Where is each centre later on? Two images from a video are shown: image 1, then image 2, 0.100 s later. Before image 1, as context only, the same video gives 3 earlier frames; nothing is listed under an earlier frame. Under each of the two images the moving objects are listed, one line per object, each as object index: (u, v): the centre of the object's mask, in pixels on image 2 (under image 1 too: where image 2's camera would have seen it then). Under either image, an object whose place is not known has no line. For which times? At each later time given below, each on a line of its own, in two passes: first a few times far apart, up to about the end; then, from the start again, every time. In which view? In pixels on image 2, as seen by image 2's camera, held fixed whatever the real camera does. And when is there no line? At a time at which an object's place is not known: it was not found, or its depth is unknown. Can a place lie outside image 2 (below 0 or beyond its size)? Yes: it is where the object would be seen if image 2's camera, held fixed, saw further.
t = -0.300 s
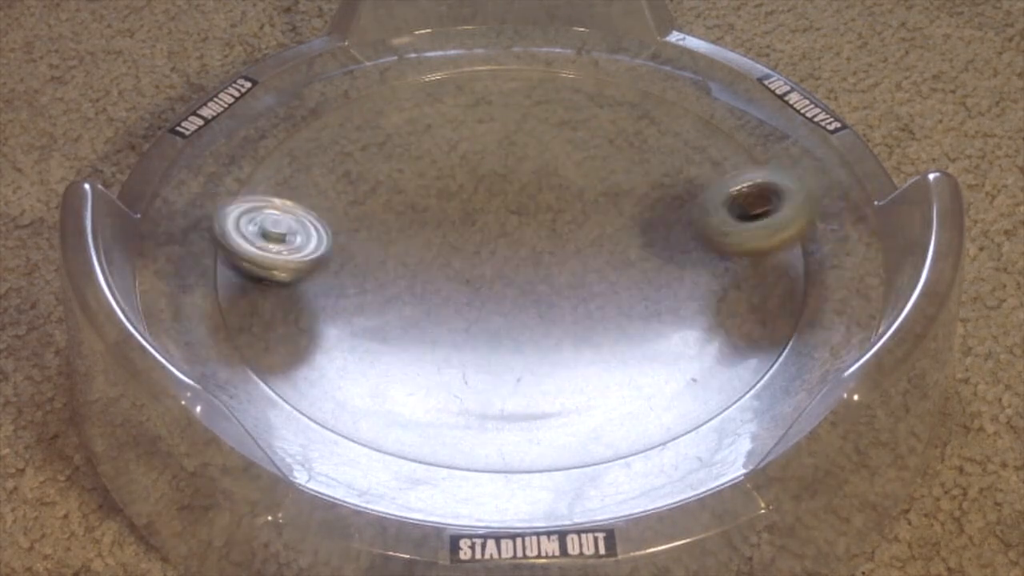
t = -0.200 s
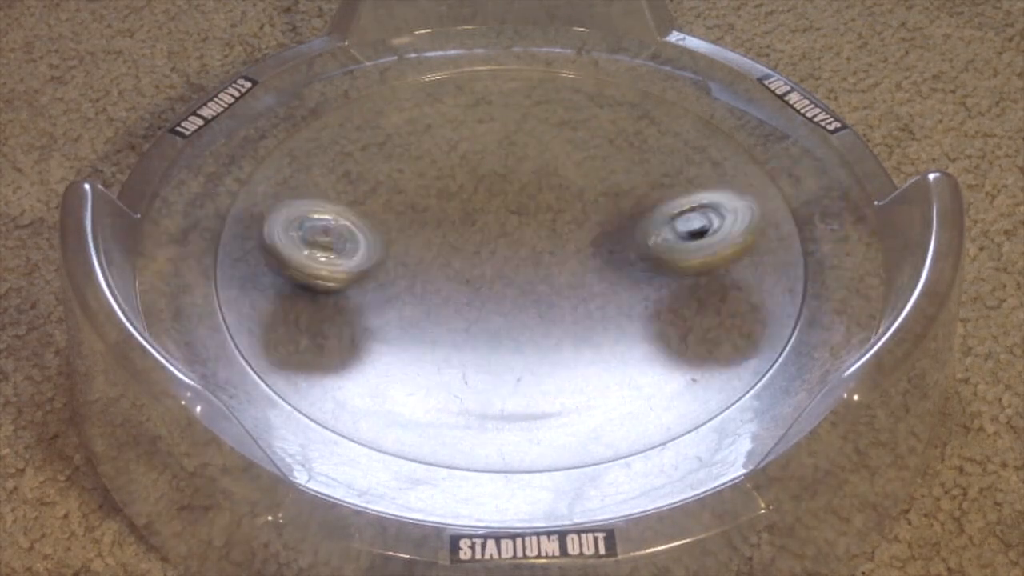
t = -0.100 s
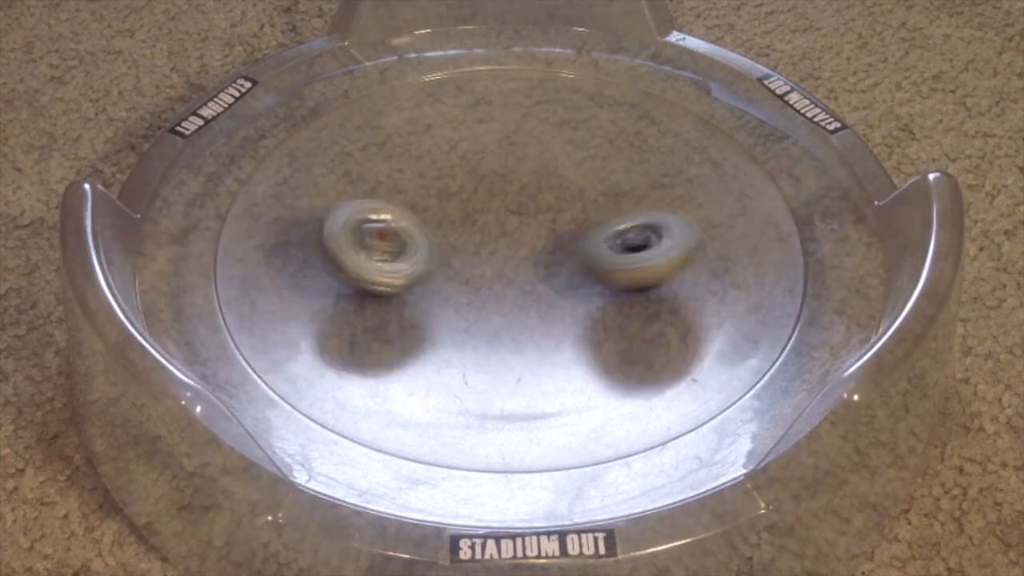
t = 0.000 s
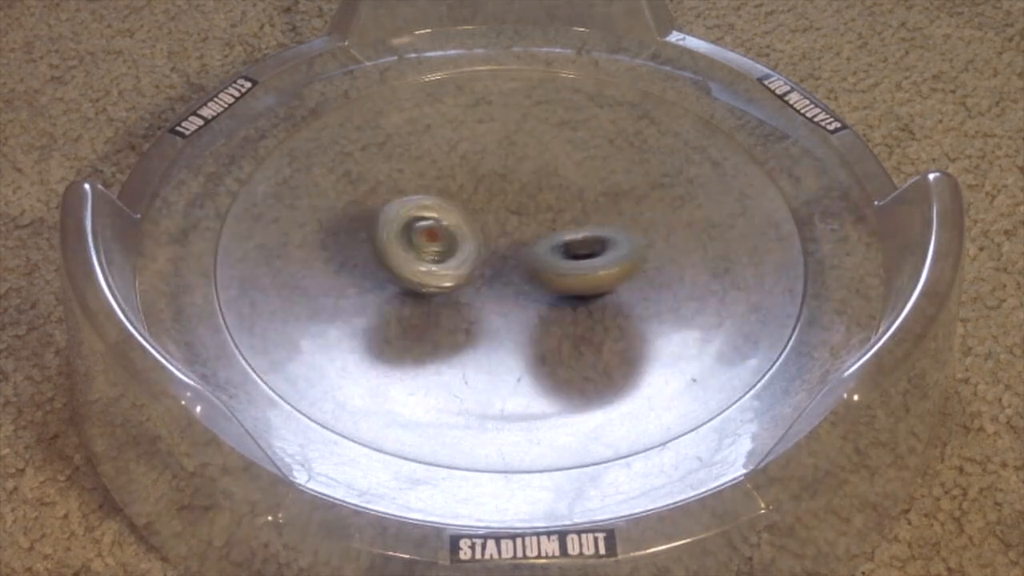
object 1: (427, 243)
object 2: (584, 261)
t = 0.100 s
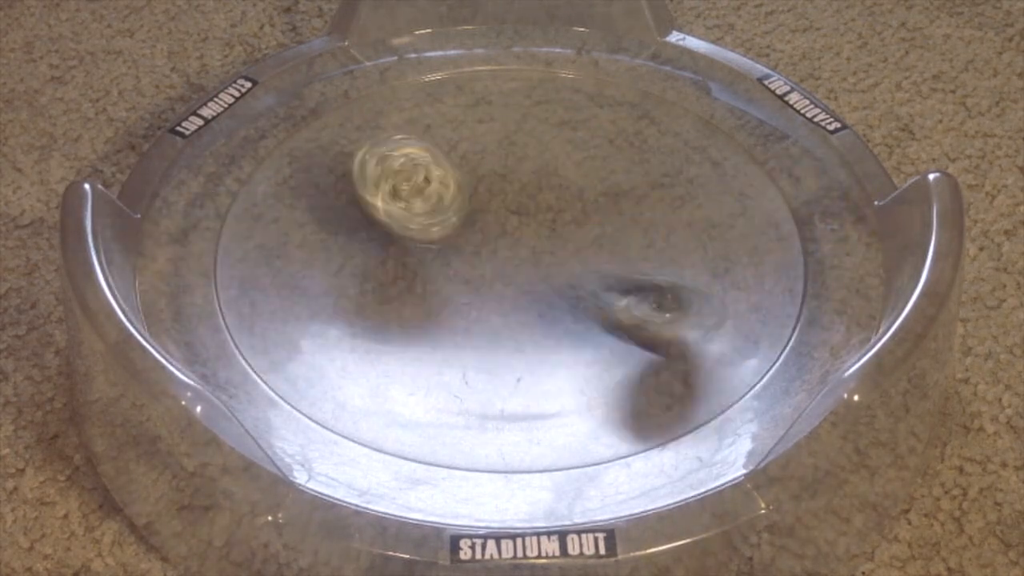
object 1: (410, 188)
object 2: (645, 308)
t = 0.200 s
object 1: (352, 113)
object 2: (779, 342)
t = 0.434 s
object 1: (394, 95)
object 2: (712, 311)
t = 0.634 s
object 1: (457, 158)
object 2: (635, 274)
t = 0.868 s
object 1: (505, 210)
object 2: (671, 233)
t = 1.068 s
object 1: (520, 236)
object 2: (689, 214)
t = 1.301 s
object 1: (518, 260)
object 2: (683, 228)
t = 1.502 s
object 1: (508, 266)
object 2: (630, 255)
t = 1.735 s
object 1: (439, 260)
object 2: (587, 247)
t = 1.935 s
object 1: (429, 252)
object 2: (544, 222)
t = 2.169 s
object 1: (441, 239)
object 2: (527, 179)
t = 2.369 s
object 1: (472, 220)
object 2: (537, 145)
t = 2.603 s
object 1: (462, 259)
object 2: (617, 97)
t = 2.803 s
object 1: (528, 268)
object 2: (595, 137)
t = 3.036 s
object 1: (569, 329)
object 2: (517, 168)
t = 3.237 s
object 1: (622, 350)
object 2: (485, 196)
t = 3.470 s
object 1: (594, 316)
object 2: (452, 221)
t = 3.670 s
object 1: (550, 285)
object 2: (465, 224)
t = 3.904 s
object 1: (517, 272)
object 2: (457, 195)
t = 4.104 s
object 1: (512, 263)
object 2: (453, 197)
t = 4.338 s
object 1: (522, 254)
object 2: (449, 200)
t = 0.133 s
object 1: (382, 165)
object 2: (715, 329)
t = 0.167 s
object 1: (364, 136)
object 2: (761, 346)
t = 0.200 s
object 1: (352, 113)
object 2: (779, 342)
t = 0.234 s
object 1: (348, 95)
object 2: (787, 341)
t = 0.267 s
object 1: (350, 82)
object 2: (778, 335)
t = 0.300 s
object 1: (358, 77)
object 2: (770, 330)
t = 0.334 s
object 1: (367, 78)
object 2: (758, 327)
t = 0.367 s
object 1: (376, 82)
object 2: (744, 320)
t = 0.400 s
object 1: (385, 88)
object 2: (730, 315)
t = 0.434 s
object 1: (394, 95)
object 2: (712, 311)
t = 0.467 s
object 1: (403, 103)
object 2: (696, 310)
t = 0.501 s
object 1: (415, 112)
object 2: (683, 302)
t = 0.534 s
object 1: (425, 123)
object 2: (667, 297)
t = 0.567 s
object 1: (436, 134)
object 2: (659, 283)
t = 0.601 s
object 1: (446, 147)
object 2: (646, 275)
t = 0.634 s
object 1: (457, 158)
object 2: (635, 274)
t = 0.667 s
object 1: (465, 166)
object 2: (626, 265)
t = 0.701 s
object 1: (476, 176)
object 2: (619, 258)
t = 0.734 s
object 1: (488, 187)
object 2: (616, 247)
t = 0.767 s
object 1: (503, 198)
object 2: (610, 238)
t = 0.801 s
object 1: (507, 203)
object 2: (622, 238)
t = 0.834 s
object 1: (504, 206)
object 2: (650, 234)
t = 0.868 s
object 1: (505, 210)
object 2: (671, 233)
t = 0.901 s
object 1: (509, 214)
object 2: (683, 231)
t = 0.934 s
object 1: (511, 218)
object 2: (688, 230)
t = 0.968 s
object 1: (514, 222)
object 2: (690, 226)
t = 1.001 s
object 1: (516, 226)
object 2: (691, 220)
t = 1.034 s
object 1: (519, 232)
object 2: (690, 218)
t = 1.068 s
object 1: (520, 236)
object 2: (689, 214)
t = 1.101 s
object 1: (521, 241)
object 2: (687, 213)
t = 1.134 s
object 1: (522, 245)
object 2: (685, 212)
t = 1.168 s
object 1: (521, 249)
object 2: (684, 213)
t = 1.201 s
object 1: (521, 252)
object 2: (685, 214)
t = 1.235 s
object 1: (521, 255)
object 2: (686, 217)
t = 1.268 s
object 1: (520, 258)
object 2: (686, 221)
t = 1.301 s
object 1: (518, 260)
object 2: (683, 228)
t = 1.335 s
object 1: (516, 262)
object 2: (676, 233)
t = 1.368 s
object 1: (515, 264)
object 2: (668, 240)
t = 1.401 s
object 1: (514, 265)
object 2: (658, 245)
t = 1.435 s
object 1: (512, 265)
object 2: (648, 249)
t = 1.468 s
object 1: (511, 266)
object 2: (639, 253)
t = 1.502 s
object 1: (508, 266)
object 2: (630, 255)
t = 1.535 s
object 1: (494, 263)
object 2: (636, 254)
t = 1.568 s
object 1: (480, 262)
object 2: (637, 254)
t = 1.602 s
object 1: (469, 262)
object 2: (629, 252)
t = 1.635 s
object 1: (460, 262)
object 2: (617, 251)
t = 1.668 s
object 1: (450, 262)
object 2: (608, 251)
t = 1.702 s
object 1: (444, 261)
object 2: (598, 249)
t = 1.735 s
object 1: (439, 260)
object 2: (587, 247)
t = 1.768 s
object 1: (435, 259)
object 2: (580, 244)
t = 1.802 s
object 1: (432, 257)
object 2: (571, 241)
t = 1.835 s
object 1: (430, 256)
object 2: (562, 237)
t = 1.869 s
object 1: (428, 254)
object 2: (555, 233)
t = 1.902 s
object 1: (428, 253)
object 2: (549, 227)
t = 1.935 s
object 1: (429, 252)
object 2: (544, 222)
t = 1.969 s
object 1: (429, 250)
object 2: (538, 216)
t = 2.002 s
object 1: (431, 249)
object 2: (535, 209)
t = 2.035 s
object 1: (432, 247)
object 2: (533, 205)
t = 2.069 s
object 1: (434, 245)
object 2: (529, 197)
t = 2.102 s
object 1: (436, 243)
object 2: (528, 191)
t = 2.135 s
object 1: (439, 241)
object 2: (527, 184)
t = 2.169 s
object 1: (441, 239)
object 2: (527, 179)
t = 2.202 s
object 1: (445, 236)
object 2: (529, 171)
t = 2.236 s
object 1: (449, 233)
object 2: (531, 165)
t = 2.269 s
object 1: (454, 230)
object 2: (532, 160)
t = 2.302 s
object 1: (459, 227)
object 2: (534, 155)
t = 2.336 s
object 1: (466, 224)
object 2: (536, 149)
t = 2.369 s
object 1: (472, 220)
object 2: (537, 145)
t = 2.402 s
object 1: (479, 217)
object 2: (538, 143)
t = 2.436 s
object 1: (488, 214)
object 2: (538, 142)
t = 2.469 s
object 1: (483, 220)
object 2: (556, 133)
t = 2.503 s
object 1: (469, 234)
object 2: (583, 115)
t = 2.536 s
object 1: (462, 243)
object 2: (601, 102)
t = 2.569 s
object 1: (459, 253)
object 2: (612, 97)
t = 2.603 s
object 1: (462, 259)
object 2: (617, 97)
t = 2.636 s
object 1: (471, 263)
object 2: (616, 100)
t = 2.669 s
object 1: (482, 264)
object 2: (614, 105)
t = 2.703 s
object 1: (495, 266)
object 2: (611, 109)
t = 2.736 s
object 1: (506, 267)
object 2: (607, 116)
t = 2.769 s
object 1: (518, 268)
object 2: (602, 125)
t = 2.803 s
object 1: (528, 268)
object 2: (595, 137)
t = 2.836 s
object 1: (536, 269)
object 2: (589, 155)
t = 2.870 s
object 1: (543, 269)
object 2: (573, 170)
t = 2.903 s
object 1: (549, 269)
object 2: (558, 181)
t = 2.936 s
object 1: (554, 277)
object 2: (541, 188)
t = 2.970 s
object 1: (556, 297)
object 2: (528, 179)
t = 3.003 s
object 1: (560, 314)
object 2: (522, 171)
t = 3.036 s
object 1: (569, 329)
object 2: (517, 168)
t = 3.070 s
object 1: (582, 340)
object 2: (510, 168)
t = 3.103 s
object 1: (596, 348)
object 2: (506, 171)
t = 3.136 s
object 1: (607, 353)
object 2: (497, 175)
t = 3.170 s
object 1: (615, 354)
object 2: (494, 180)
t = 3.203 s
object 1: (620, 353)
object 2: (491, 194)
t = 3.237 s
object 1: (622, 350)
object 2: (485, 196)
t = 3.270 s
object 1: (622, 347)
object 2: (478, 200)
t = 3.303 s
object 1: (620, 343)
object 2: (472, 205)
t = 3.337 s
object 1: (617, 338)
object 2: (467, 211)
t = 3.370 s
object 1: (613, 332)
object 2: (461, 214)
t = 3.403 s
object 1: (607, 326)
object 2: (456, 220)
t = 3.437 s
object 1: (601, 321)
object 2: (455, 219)
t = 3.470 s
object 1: (594, 316)
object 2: (452, 221)
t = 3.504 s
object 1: (587, 310)
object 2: (451, 222)
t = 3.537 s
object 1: (580, 306)
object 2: (455, 224)
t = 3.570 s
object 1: (573, 301)
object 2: (460, 225)
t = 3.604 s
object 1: (566, 296)
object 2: (462, 223)
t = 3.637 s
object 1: (559, 291)
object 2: (465, 225)
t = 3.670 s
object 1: (550, 285)
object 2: (465, 224)
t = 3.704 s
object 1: (539, 278)
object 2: (451, 228)
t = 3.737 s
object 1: (530, 272)
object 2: (447, 221)
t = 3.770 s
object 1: (524, 271)
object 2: (449, 216)
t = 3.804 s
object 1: (519, 270)
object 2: (453, 208)
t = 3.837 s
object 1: (515, 267)
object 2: (454, 202)
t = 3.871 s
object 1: (515, 268)
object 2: (458, 198)
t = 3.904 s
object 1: (517, 272)
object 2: (457, 195)
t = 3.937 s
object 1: (515, 274)
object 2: (458, 199)
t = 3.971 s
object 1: (514, 273)
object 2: (453, 201)
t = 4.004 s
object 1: (513, 271)
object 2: (453, 202)
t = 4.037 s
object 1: (513, 269)
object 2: (453, 197)
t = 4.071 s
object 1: (512, 265)
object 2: (458, 196)
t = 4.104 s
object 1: (512, 263)
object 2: (453, 197)
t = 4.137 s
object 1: (512, 259)
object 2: (450, 204)
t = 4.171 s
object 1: (515, 259)
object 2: (446, 204)
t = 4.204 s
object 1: (517, 259)
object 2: (448, 198)
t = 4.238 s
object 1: (519, 258)
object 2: (450, 199)
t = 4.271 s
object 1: (520, 257)
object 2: (450, 199)
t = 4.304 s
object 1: (521, 256)
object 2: (450, 200)
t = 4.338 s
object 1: (522, 254)
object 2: (449, 200)
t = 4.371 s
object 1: (523, 253)
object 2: (446, 202)
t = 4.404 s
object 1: (523, 251)
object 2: (446, 203)
